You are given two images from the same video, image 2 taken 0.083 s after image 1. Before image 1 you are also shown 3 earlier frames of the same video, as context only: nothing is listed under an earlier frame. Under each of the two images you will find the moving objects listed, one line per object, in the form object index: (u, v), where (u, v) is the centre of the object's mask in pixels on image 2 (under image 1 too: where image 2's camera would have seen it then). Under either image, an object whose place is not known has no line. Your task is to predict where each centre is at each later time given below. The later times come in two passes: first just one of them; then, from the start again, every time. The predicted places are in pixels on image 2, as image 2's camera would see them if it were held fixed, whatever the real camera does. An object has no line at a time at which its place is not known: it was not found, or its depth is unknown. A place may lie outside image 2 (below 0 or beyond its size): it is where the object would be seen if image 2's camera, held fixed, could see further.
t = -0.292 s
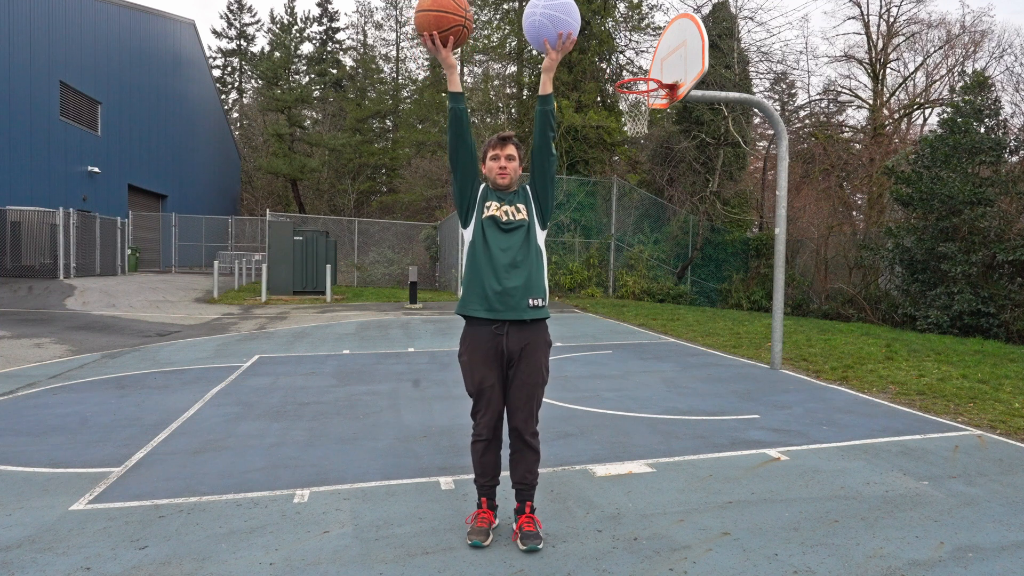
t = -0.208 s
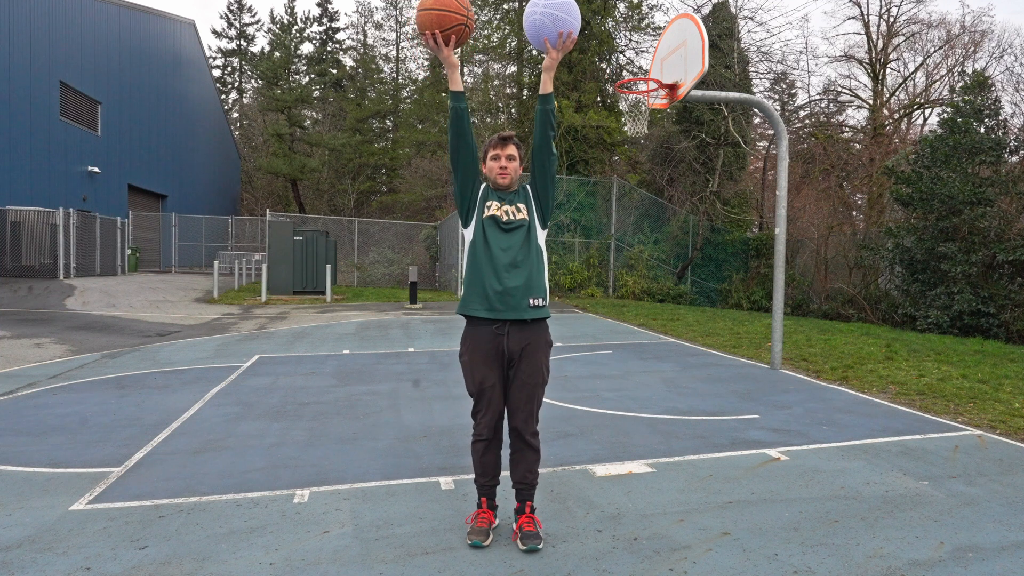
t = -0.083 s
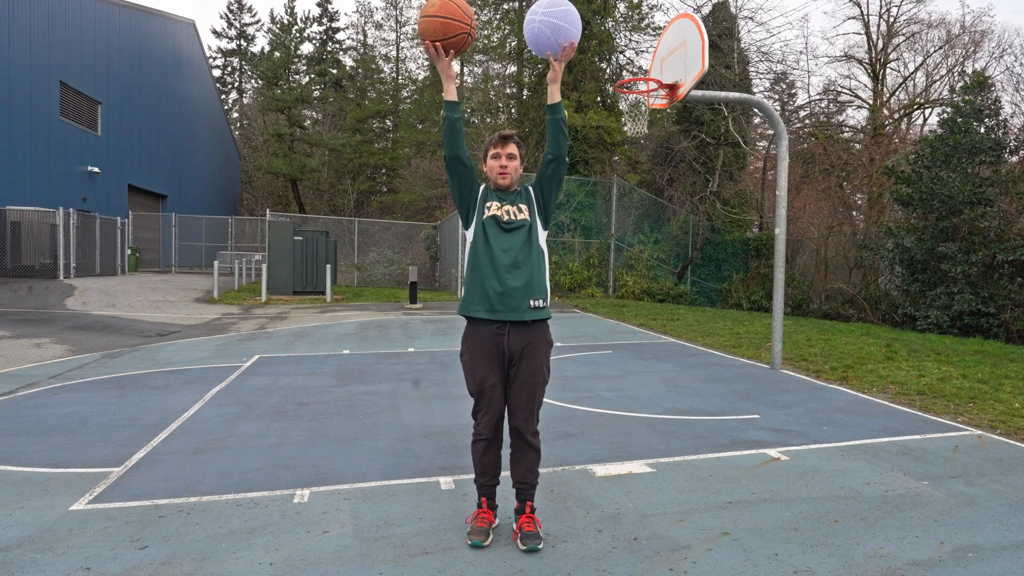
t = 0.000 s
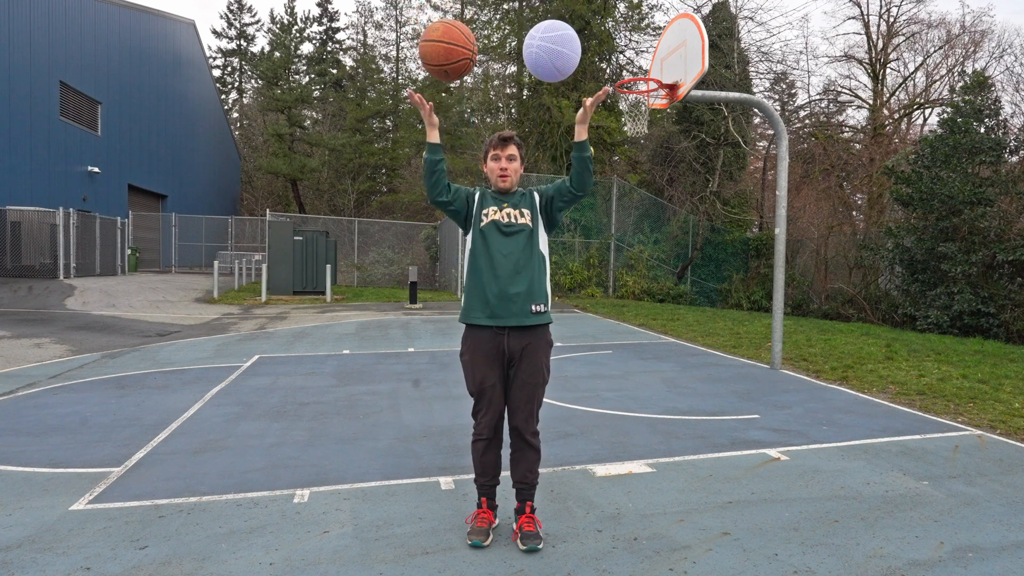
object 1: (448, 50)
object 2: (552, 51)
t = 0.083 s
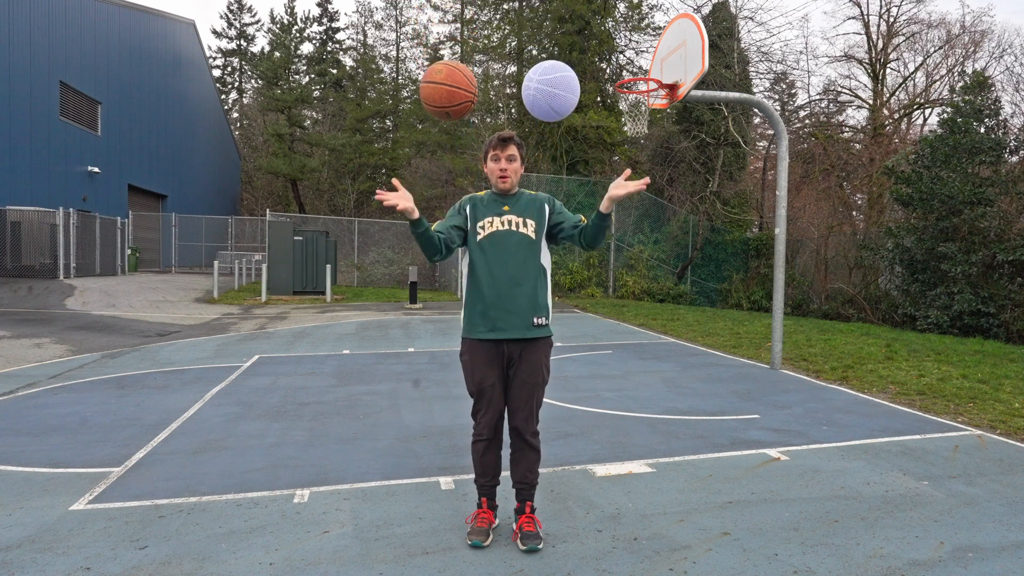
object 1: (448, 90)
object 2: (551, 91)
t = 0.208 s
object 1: (449, 182)
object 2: (549, 182)
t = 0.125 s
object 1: (449, 117)
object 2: (550, 117)
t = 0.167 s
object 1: (449, 147)
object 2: (549, 147)
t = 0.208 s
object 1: (449, 182)
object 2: (549, 182)
